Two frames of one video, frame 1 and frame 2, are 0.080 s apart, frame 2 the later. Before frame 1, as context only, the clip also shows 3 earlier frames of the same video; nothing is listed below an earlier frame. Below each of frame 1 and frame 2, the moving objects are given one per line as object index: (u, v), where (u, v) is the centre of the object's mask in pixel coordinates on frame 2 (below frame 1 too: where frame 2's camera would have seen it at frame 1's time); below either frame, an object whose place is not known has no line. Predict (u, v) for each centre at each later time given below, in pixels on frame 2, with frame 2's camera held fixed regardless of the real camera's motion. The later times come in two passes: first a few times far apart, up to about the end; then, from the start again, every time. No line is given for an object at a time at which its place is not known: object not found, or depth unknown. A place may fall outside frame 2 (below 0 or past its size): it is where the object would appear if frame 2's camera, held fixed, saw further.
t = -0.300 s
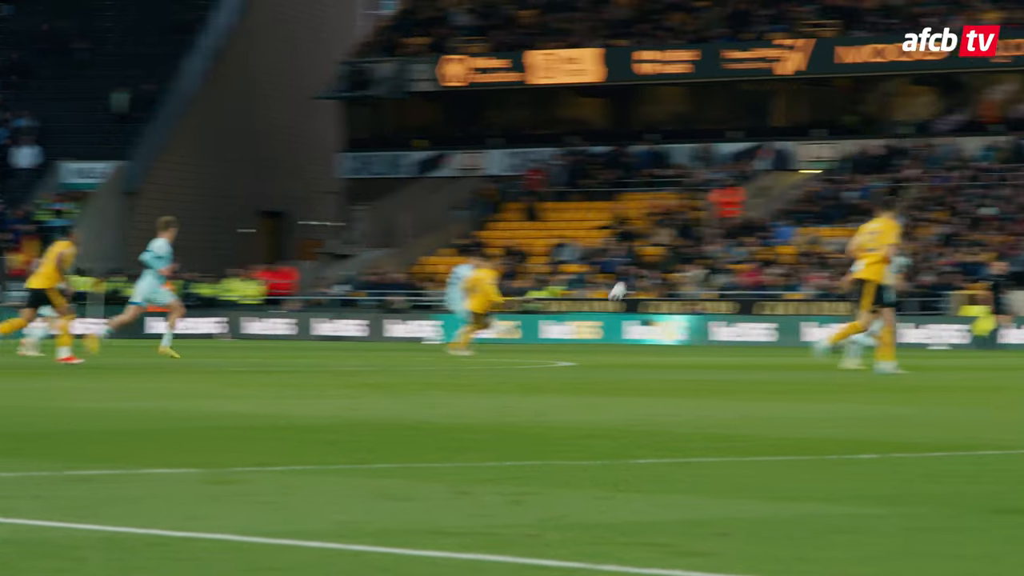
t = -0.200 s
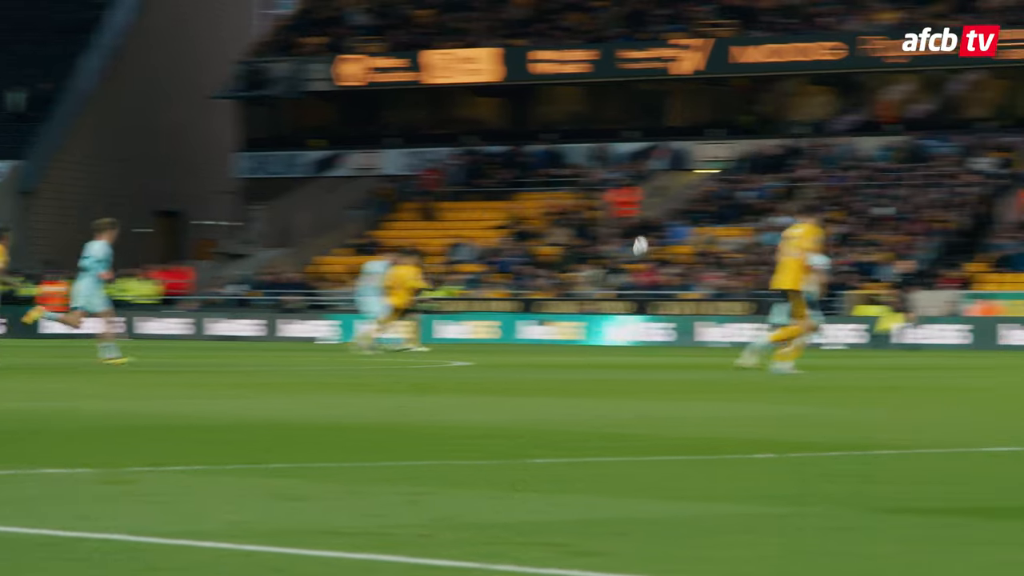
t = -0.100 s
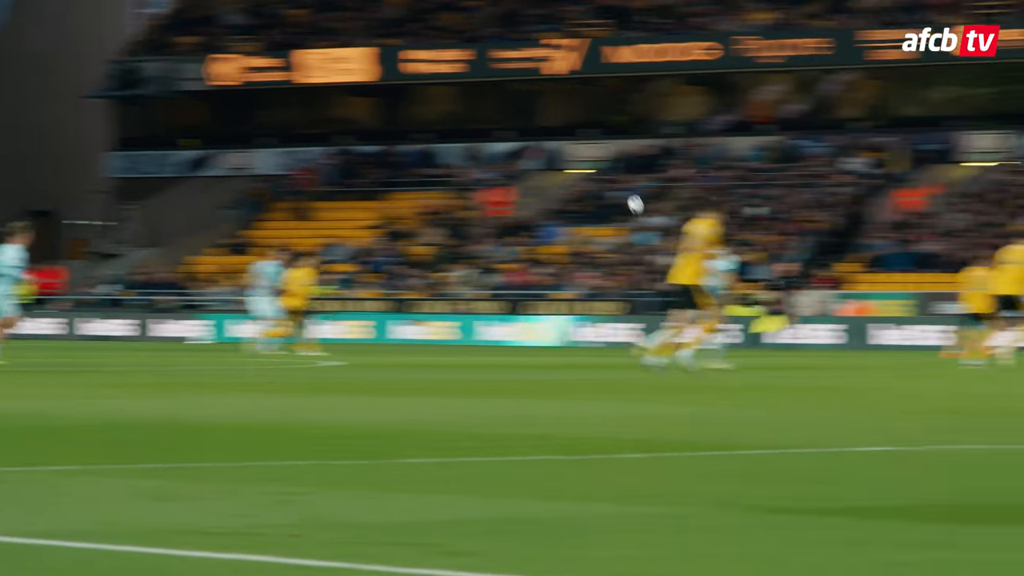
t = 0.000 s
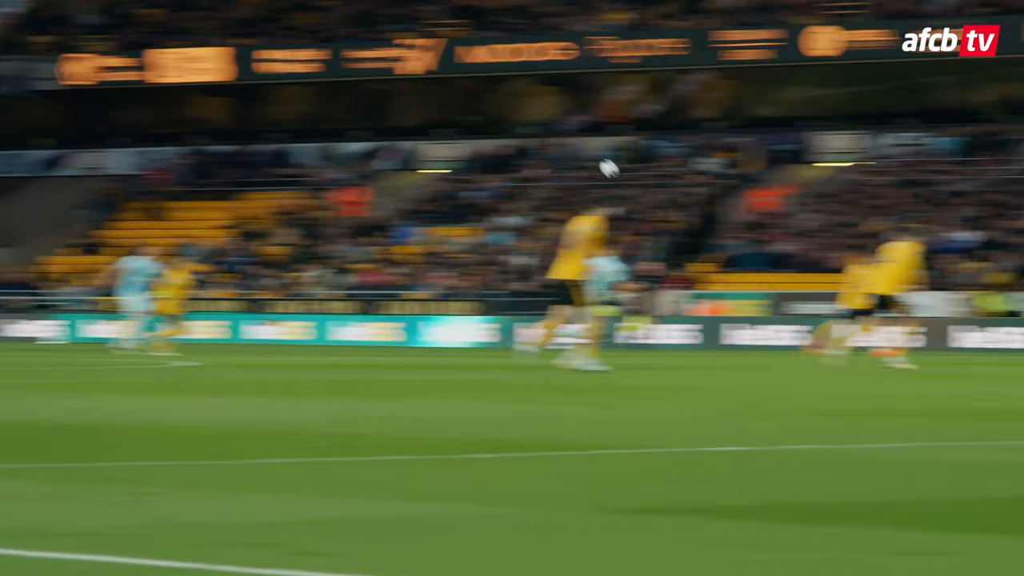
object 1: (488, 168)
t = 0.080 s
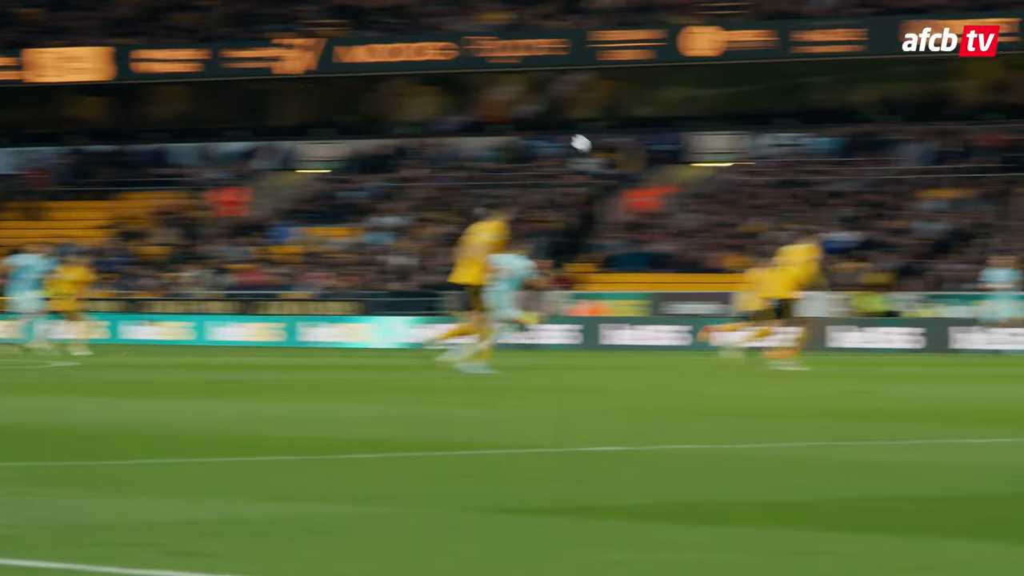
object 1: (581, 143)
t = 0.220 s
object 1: (740, 107)
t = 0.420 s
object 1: (966, 71)
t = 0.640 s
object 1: (1212, 57)
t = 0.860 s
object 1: (1481, 86)
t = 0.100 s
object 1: (603, 137)
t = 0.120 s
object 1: (626, 132)
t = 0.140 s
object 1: (649, 127)
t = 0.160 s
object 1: (672, 121)
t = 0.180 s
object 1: (694, 117)
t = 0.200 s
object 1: (717, 112)
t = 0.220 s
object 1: (740, 107)
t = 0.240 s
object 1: (763, 103)
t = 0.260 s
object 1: (784, 98)
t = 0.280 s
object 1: (808, 94)
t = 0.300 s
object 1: (830, 90)
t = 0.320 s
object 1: (852, 87)
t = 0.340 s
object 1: (875, 83)
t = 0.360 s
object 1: (897, 80)
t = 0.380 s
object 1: (920, 77)
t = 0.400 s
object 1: (943, 74)
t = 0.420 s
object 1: (966, 71)
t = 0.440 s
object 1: (989, 68)
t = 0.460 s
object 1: (1012, 66)
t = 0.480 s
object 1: (1036, 64)
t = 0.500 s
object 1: (1058, 62)
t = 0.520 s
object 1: (1081, 61)
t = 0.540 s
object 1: (1102, 59)
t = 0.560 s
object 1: (1125, 58)
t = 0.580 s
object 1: (1146, 57)
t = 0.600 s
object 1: (1169, 57)
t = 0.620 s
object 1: (1190, 57)
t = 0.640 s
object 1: (1212, 57)
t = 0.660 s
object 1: (1234, 59)
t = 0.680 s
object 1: (1257, 60)
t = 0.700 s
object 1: (1280, 61)
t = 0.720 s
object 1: (1303, 63)
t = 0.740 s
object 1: (1328, 65)
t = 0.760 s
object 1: (1352, 68)
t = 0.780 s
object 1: (1377, 71)
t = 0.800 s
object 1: (1402, 74)
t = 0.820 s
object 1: (1429, 78)
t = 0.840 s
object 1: (1454, 81)
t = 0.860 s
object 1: (1481, 86)
